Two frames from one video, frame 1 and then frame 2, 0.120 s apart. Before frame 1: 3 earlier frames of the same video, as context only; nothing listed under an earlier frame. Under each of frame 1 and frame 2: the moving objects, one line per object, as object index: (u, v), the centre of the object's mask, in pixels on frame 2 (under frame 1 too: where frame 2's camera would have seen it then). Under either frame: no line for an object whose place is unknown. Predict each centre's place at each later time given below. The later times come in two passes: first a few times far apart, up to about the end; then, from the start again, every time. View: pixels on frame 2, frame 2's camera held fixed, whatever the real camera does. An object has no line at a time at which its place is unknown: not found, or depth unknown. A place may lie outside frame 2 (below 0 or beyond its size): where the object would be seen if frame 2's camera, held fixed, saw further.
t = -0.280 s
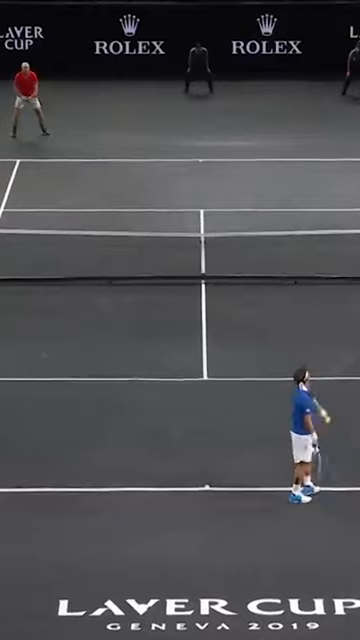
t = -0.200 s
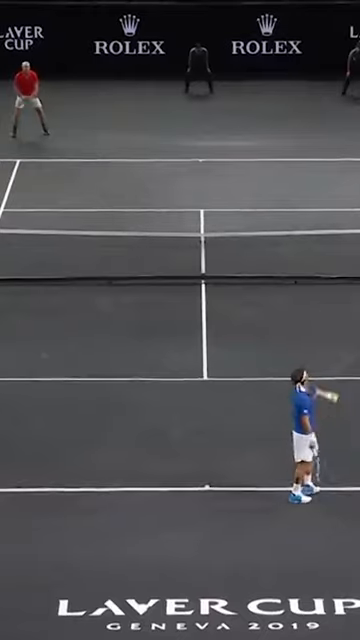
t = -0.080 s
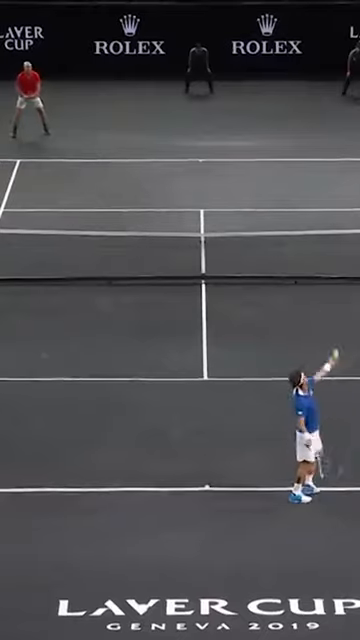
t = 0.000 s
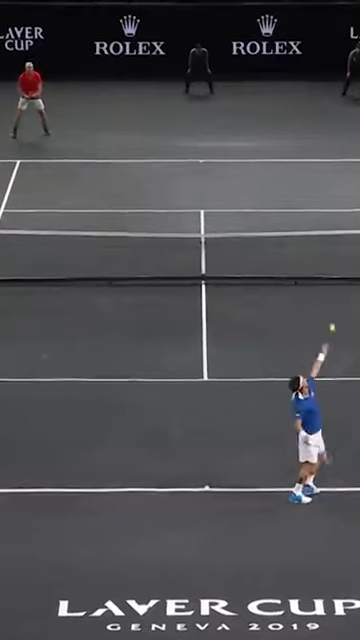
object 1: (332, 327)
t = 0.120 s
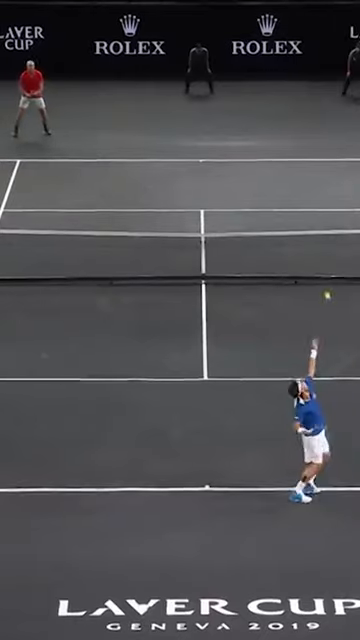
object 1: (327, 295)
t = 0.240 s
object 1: (322, 274)
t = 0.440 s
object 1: (313, 261)
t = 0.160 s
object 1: (325, 287)
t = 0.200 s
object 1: (323, 280)
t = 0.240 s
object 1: (322, 274)
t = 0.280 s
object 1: (320, 269)
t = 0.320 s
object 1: (318, 266)
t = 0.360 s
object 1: (316, 263)
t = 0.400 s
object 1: (315, 262)
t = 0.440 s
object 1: (313, 261)
